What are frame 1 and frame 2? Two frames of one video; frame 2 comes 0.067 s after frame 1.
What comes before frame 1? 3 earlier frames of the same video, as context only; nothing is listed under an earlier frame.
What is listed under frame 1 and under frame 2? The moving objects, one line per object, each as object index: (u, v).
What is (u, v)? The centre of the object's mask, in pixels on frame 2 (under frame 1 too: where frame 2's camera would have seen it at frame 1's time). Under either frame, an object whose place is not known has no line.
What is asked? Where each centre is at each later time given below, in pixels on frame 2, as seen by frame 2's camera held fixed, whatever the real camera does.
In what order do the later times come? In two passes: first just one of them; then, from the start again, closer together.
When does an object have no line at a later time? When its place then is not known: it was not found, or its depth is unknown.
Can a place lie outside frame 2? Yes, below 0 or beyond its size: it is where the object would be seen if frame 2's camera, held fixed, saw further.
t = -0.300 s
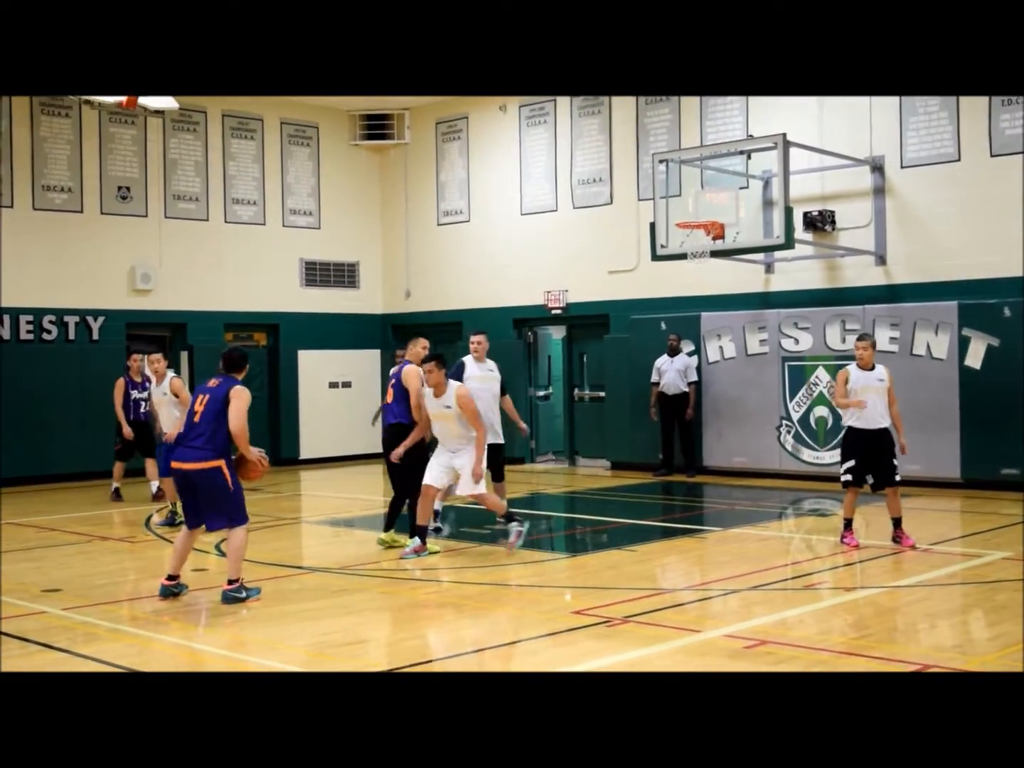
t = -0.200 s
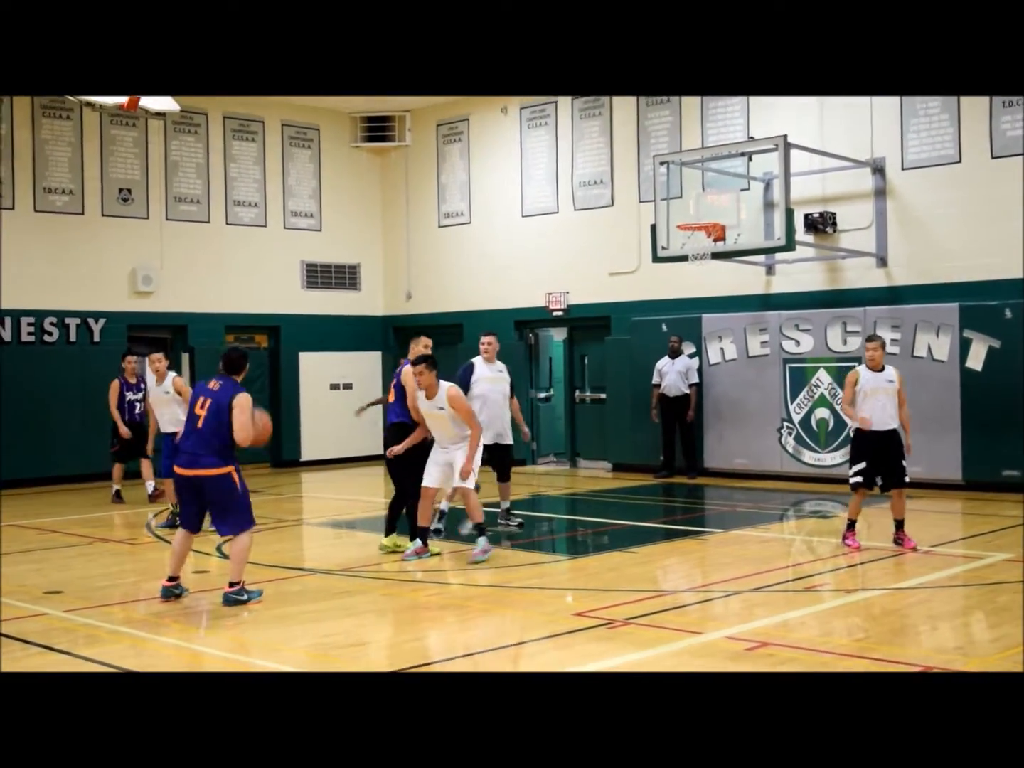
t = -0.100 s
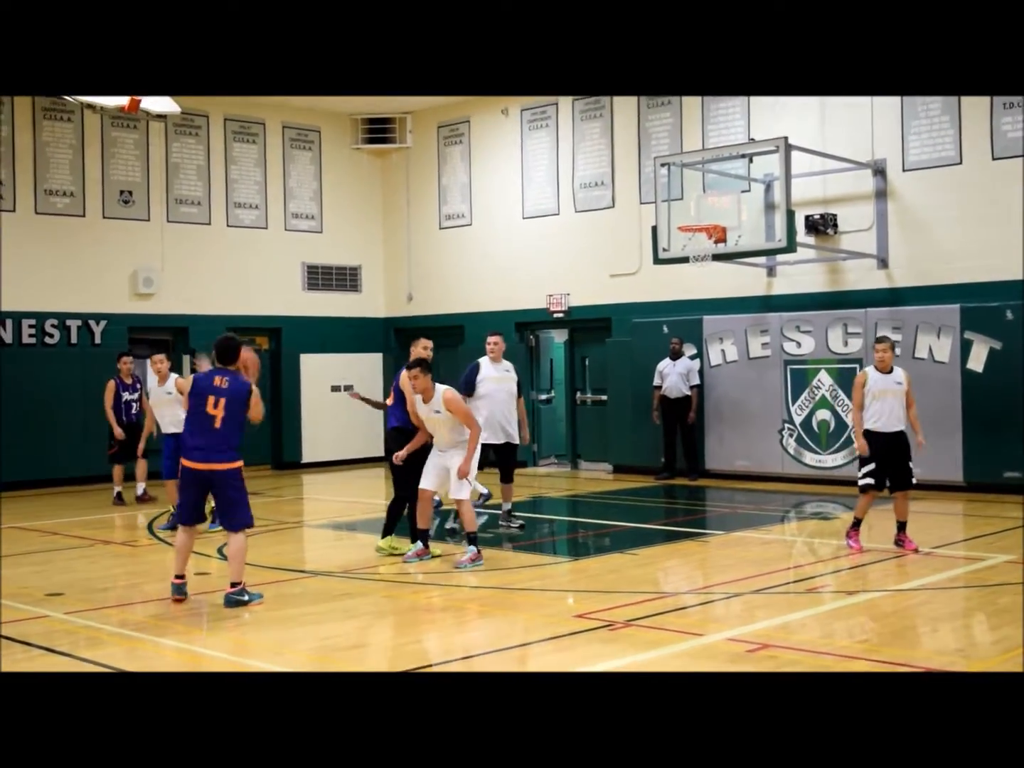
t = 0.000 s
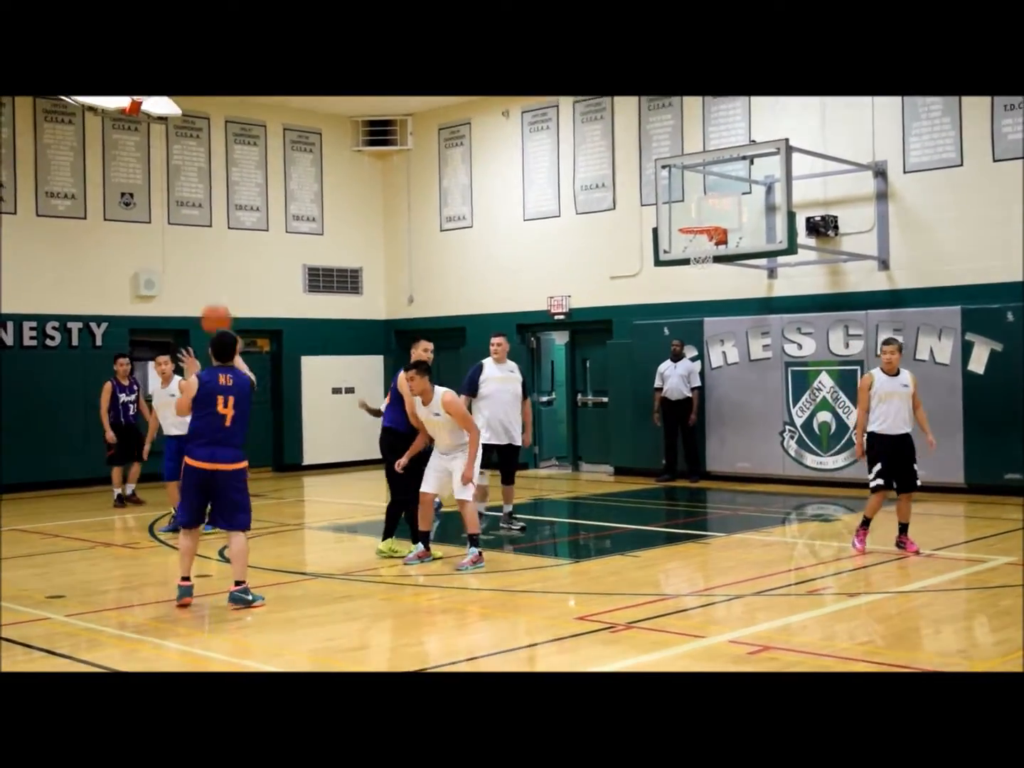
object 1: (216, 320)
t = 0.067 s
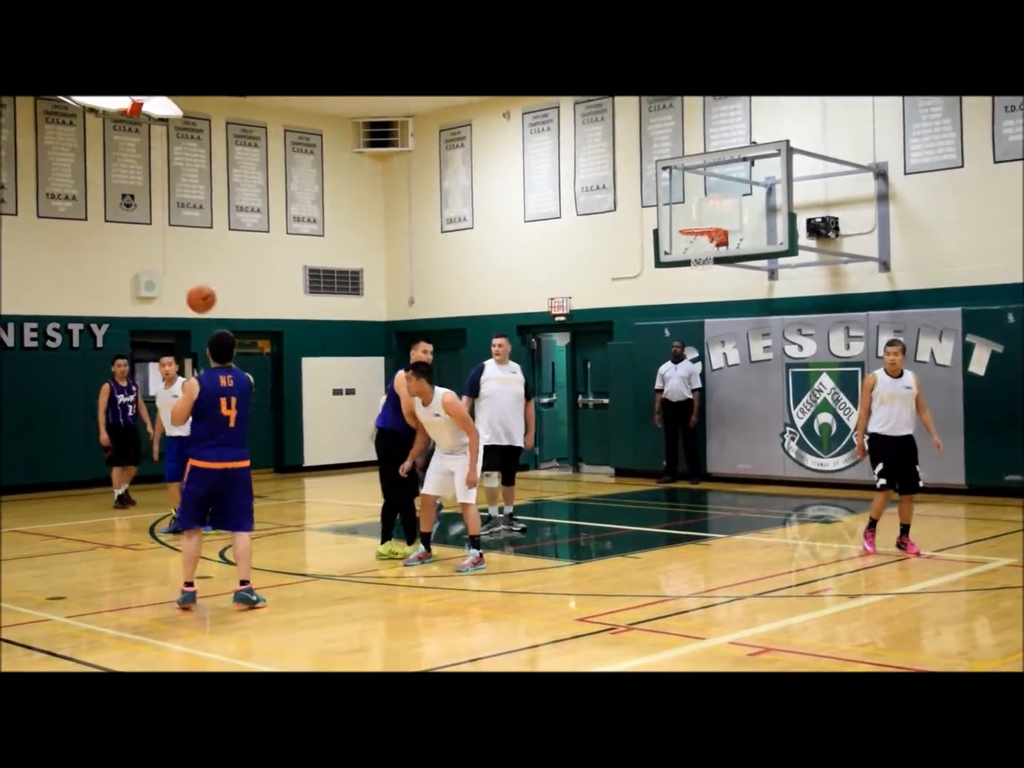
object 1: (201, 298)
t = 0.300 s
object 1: (156, 272)
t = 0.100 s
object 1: (193, 290)
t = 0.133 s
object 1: (186, 284)
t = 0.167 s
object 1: (179, 279)
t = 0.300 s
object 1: (156, 272)
